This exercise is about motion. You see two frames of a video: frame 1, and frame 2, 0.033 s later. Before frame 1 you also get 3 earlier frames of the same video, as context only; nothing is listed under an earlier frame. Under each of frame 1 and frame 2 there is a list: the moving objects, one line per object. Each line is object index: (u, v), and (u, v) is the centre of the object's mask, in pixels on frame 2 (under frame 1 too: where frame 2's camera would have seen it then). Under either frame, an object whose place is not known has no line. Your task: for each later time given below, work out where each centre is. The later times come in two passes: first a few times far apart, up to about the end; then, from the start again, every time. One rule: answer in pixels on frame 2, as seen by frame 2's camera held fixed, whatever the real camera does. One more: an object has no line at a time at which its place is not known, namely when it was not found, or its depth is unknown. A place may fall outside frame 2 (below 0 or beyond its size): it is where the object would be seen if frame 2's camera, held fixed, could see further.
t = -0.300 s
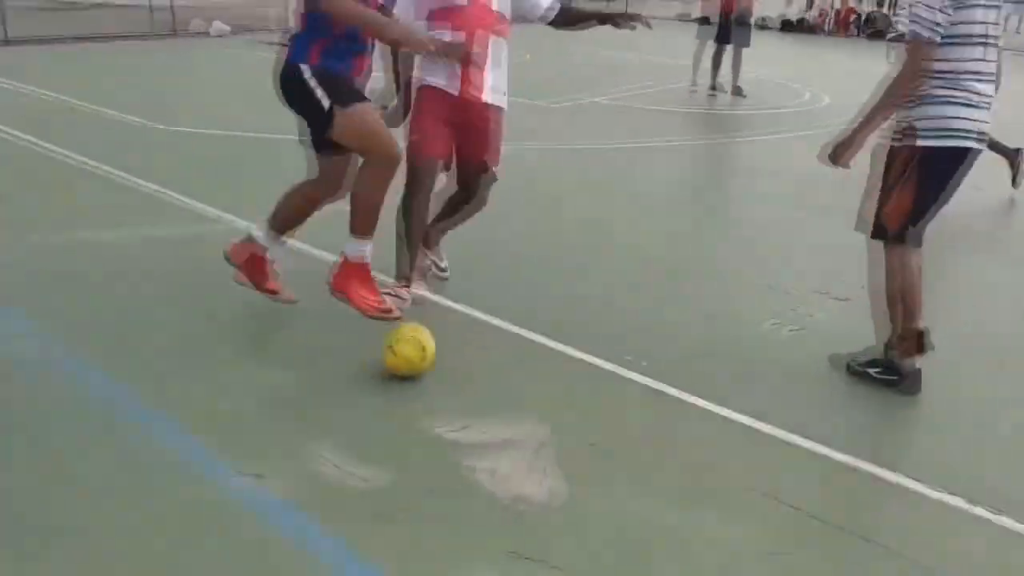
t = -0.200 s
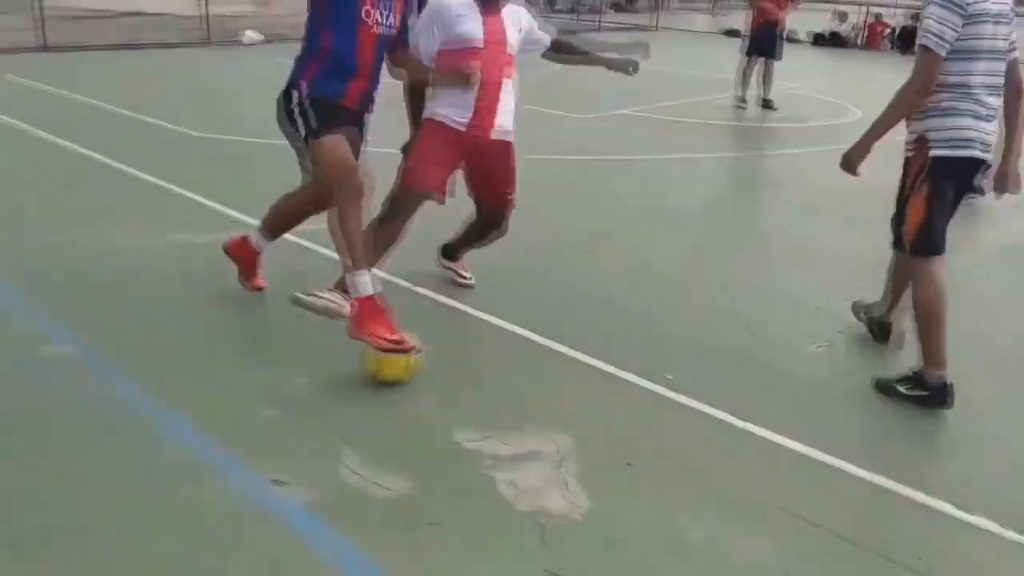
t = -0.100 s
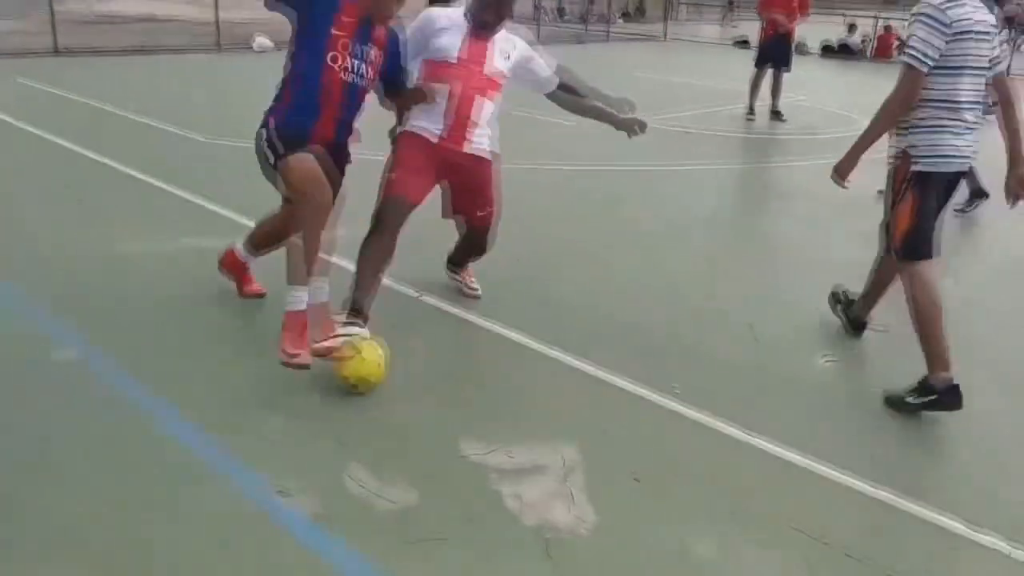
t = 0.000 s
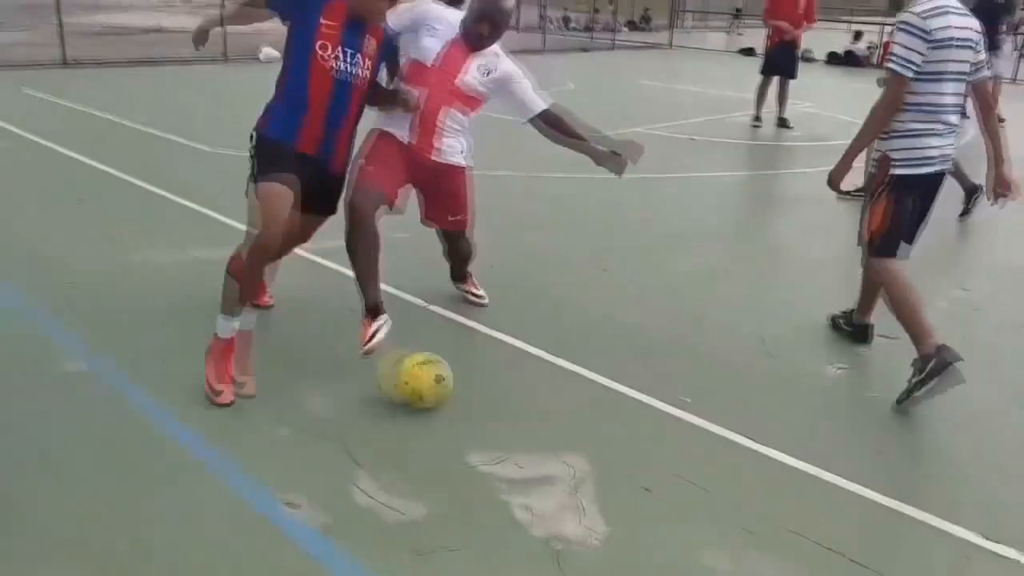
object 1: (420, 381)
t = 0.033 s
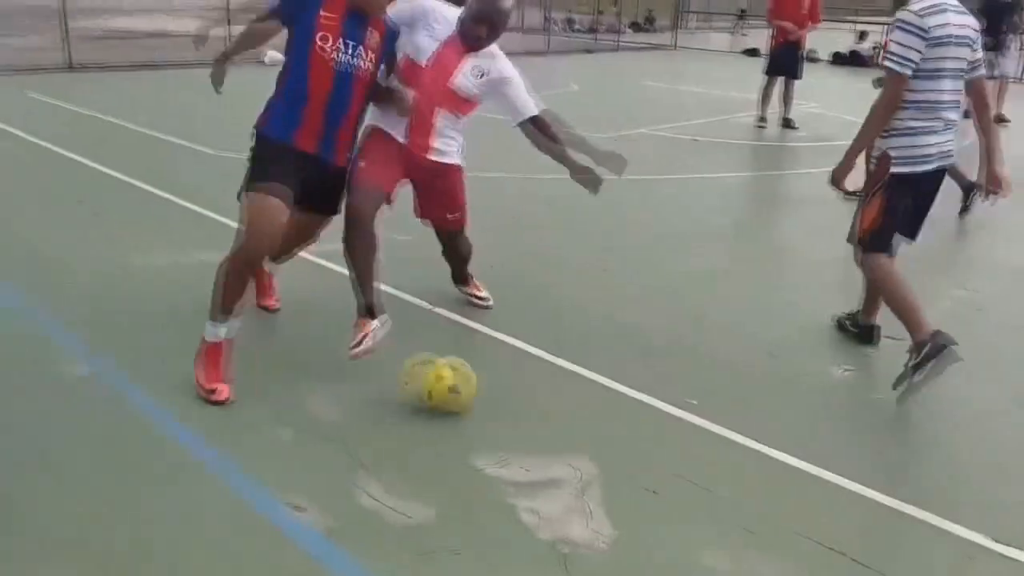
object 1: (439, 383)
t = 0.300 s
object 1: (569, 390)
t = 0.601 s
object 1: (705, 394)
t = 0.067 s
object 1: (457, 384)
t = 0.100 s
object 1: (474, 385)
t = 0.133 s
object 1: (492, 386)
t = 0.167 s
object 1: (509, 387)
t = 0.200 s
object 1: (525, 388)
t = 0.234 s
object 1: (539, 389)
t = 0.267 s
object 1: (554, 391)
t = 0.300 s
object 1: (569, 390)
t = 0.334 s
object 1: (584, 391)
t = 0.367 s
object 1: (600, 392)
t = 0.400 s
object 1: (616, 392)
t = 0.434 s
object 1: (630, 392)
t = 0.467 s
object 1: (646, 393)
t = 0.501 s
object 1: (660, 393)
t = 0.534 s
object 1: (676, 394)
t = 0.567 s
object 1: (690, 394)
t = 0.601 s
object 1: (705, 394)
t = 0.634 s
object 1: (721, 395)
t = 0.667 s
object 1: (735, 396)
